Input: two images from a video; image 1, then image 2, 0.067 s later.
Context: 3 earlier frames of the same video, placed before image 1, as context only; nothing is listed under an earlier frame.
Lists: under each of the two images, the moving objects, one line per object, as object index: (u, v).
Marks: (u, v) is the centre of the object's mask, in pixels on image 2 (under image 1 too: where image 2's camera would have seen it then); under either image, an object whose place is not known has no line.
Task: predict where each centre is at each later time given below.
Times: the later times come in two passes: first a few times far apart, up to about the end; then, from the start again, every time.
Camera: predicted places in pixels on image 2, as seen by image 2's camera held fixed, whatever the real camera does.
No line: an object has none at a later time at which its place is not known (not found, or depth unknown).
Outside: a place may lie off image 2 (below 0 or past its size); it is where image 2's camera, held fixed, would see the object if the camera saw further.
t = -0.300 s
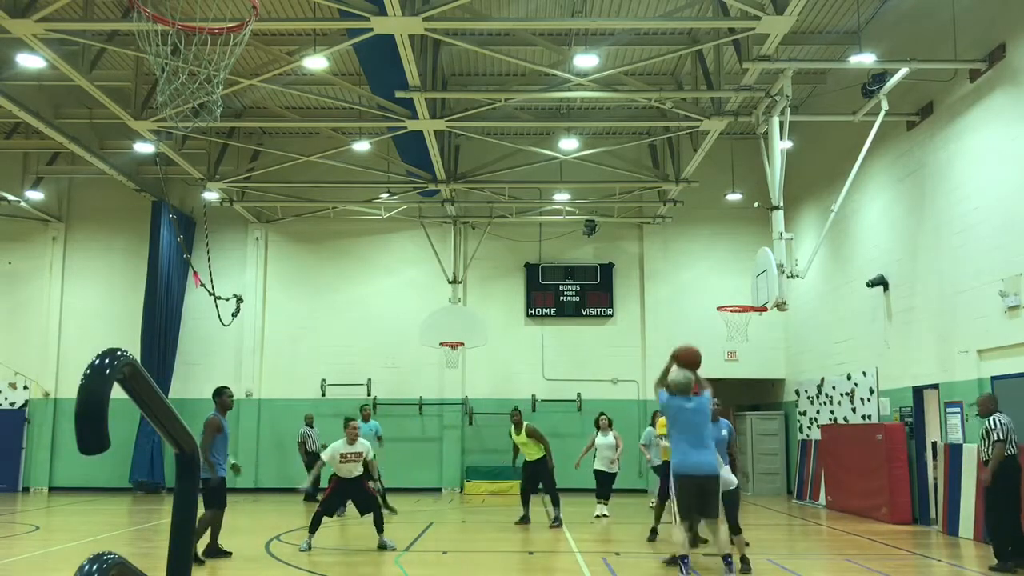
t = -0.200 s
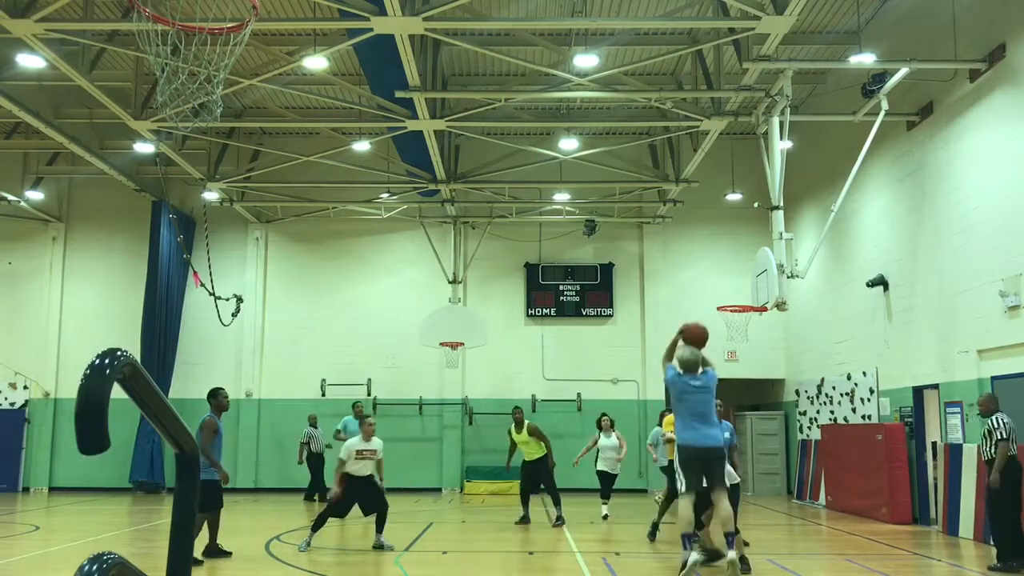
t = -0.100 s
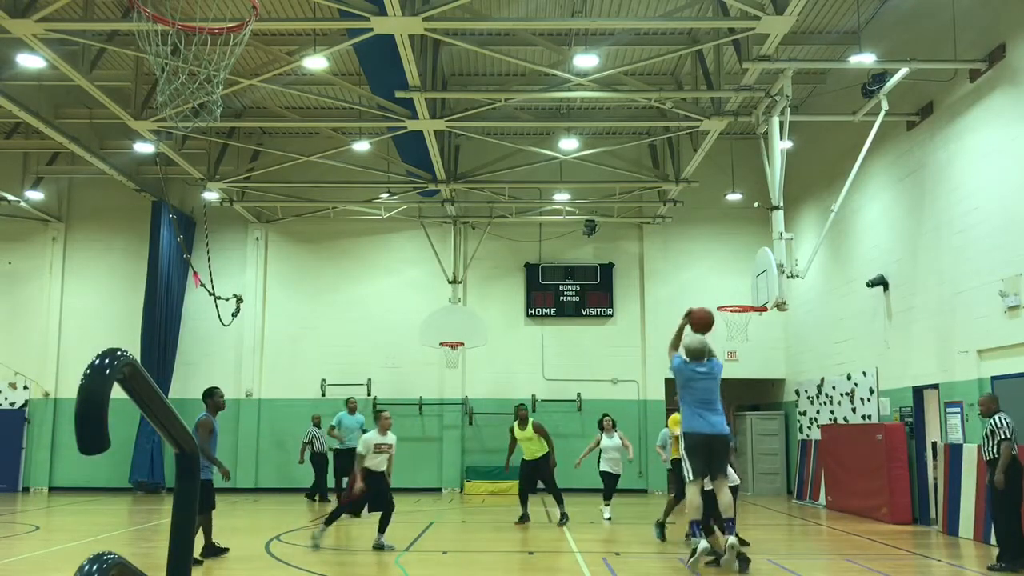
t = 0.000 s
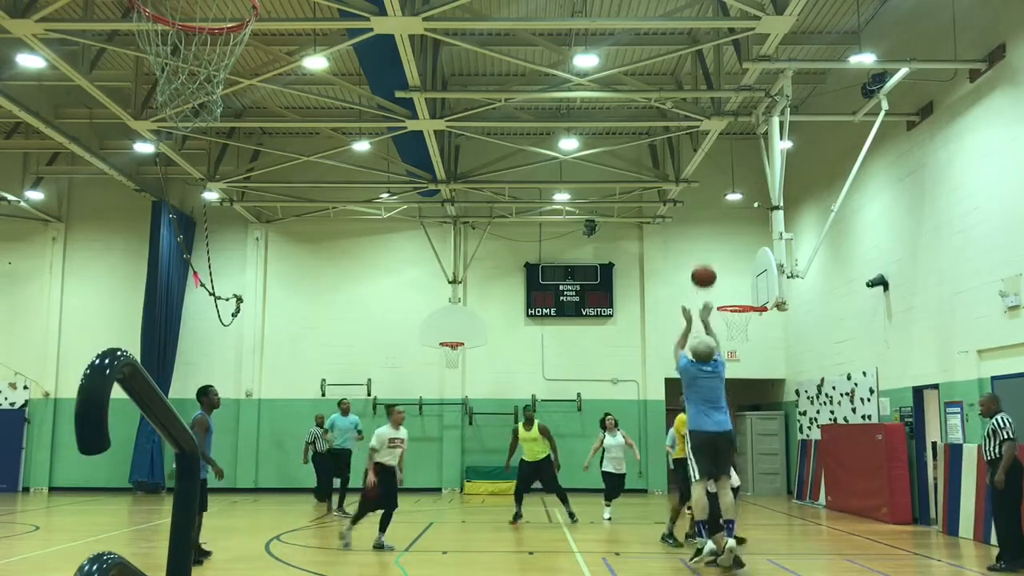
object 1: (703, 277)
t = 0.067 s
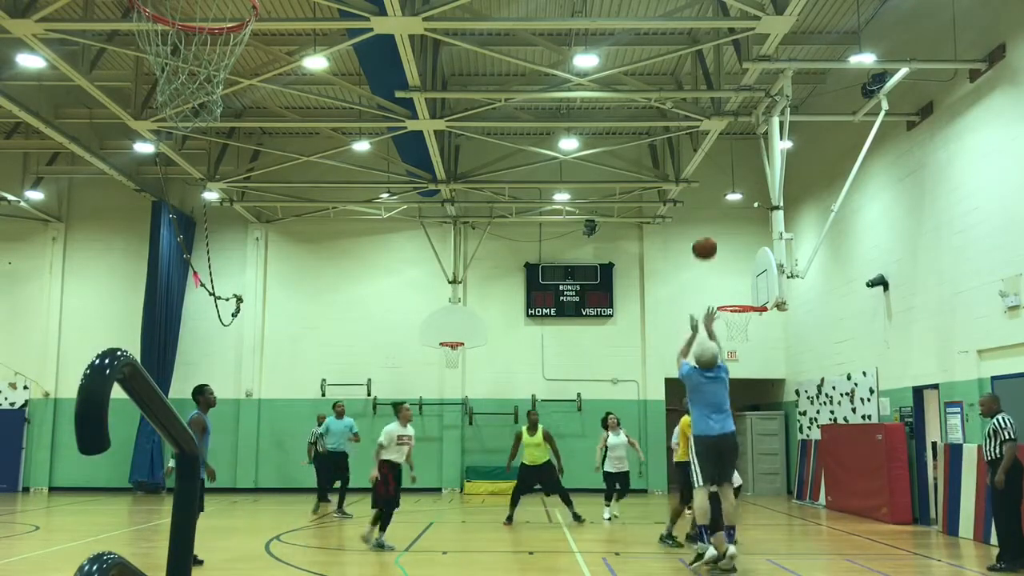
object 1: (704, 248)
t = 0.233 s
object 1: (706, 202)
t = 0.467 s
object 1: (711, 185)
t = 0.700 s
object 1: (716, 213)
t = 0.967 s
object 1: (724, 286)
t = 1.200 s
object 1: (699, 265)
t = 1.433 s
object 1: (666, 256)
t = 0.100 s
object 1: (705, 237)
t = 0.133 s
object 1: (705, 226)
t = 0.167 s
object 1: (705, 218)
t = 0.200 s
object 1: (706, 209)
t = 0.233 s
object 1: (706, 202)
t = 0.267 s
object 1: (707, 197)
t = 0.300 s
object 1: (708, 192)
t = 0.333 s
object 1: (708, 189)
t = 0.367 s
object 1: (708, 187)
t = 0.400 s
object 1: (710, 185)
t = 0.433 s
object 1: (710, 185)
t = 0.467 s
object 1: (711, 185)
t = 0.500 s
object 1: (712, 186)
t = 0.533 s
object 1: (713, 189)
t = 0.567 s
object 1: (713, 192)
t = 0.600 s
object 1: (714, 195)
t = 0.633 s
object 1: (715, 200)
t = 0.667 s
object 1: (716, 206)
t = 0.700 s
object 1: (716, 213)
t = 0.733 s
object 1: (718, 220)
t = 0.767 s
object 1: (719, 228)
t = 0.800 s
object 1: (720, 236)
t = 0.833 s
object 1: (721, 245)
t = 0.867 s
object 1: (721, 253)
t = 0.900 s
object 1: (722, 264)
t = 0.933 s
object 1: (723, 274)
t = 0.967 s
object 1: (724, 286)
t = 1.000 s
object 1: (725, 298)
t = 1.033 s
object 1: (722, 295)
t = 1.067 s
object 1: (717, 287)
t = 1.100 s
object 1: (713, 280)
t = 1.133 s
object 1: (708, 274)
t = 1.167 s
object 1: (704, 269)
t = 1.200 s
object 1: (699, 265)
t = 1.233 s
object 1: (694, 261)
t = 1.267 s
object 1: (690, 258)
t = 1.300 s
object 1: (685, 256)
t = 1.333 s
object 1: (680, 255)
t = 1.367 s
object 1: (676, 254)
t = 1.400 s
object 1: (671, 254)
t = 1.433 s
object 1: (666, 256)
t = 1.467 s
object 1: (661, 258)
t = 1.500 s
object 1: (657, 260)
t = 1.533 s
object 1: (652, 264)
